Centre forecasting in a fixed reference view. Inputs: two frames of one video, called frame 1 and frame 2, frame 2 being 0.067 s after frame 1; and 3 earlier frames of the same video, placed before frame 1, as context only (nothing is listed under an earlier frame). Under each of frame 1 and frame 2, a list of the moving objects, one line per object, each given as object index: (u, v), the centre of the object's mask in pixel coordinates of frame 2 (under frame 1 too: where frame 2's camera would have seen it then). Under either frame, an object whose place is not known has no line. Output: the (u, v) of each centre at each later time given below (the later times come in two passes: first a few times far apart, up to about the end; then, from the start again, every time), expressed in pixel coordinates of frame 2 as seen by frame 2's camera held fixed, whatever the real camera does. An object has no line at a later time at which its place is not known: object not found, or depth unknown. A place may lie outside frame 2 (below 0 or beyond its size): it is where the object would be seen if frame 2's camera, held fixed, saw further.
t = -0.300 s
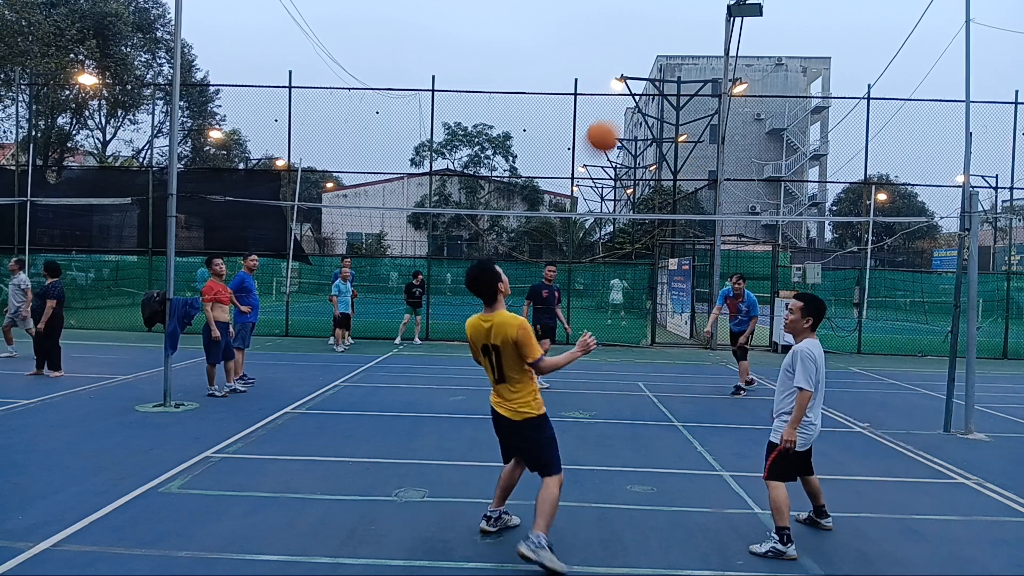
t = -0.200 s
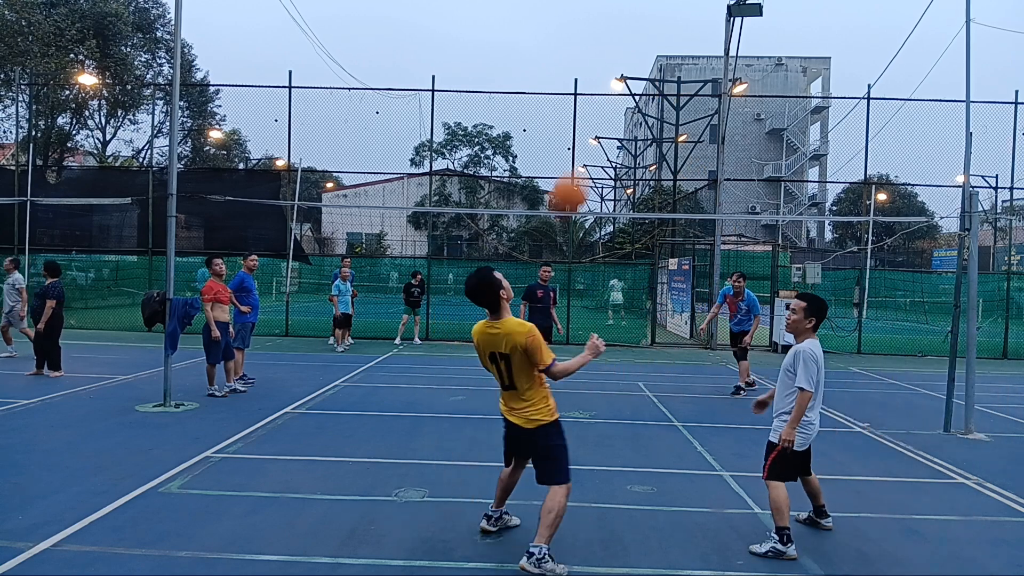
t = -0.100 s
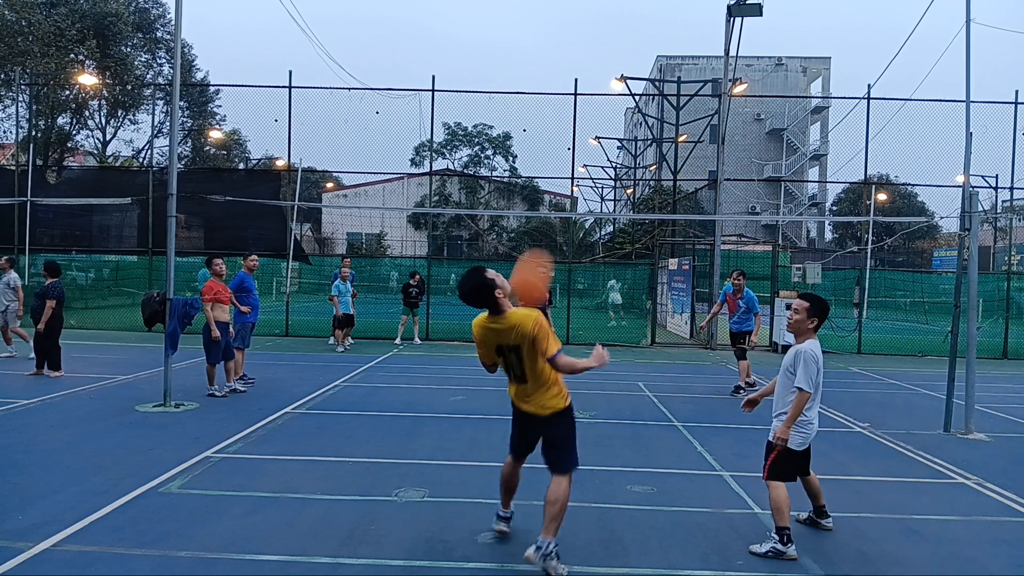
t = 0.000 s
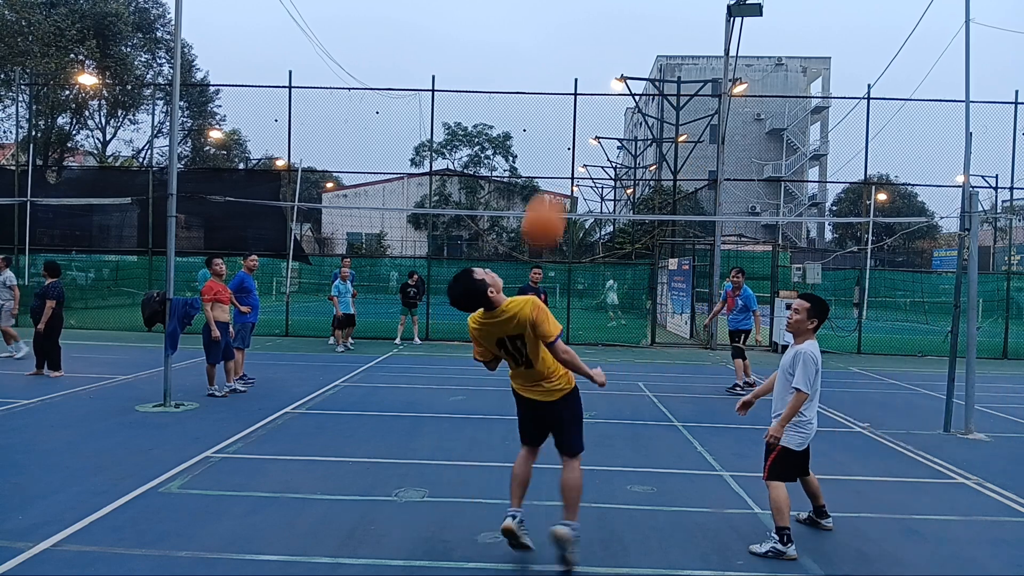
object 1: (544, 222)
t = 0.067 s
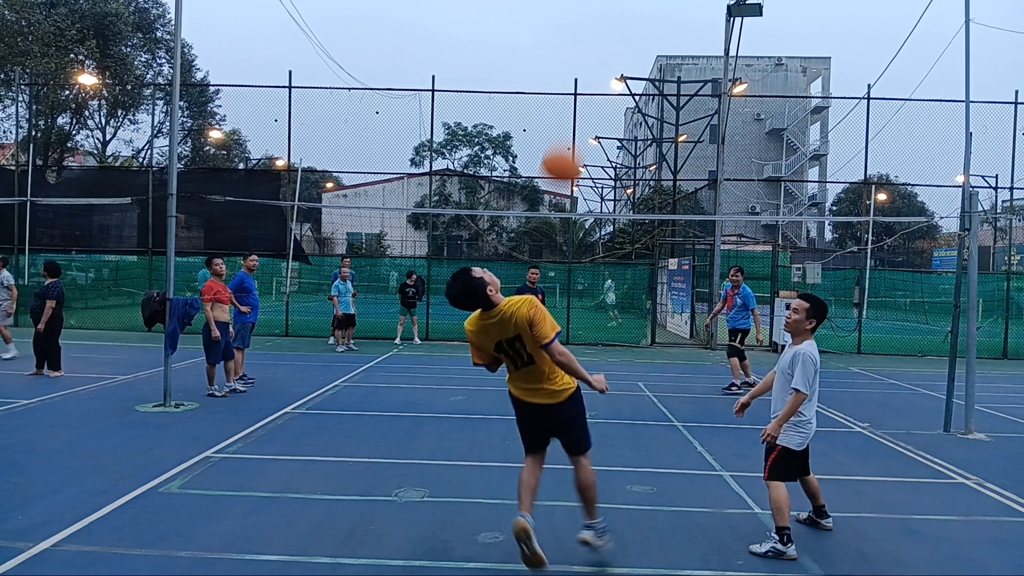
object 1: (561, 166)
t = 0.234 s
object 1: (604, 61)
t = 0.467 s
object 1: (657, 12)
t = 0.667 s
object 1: (699, 35)
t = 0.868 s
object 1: (737, 138)
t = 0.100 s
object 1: (570, 142)
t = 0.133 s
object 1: (579, 119)
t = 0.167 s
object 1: (588, 97)
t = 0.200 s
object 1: (596, 78)
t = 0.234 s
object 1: (604, 61)
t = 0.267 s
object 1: (613, 47)
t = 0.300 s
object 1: (621, 34)
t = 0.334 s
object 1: (628, 24)
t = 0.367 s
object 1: (636, 18)
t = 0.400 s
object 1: (643, 15)
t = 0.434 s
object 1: (650, 13)
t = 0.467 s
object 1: (657, 12)
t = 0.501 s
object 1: (664, 12)
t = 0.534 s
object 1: (671, 13)
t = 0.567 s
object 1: (678, 15)
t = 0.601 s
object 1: (685, 18)
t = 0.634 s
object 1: (692, 25)
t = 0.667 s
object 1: (699, 35)
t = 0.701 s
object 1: (706, 48)
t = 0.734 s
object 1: (712, 63)
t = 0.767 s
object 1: (718, 78)
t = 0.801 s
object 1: (724, 97)
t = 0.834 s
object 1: (730, 117)
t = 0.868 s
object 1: (737, 138)
